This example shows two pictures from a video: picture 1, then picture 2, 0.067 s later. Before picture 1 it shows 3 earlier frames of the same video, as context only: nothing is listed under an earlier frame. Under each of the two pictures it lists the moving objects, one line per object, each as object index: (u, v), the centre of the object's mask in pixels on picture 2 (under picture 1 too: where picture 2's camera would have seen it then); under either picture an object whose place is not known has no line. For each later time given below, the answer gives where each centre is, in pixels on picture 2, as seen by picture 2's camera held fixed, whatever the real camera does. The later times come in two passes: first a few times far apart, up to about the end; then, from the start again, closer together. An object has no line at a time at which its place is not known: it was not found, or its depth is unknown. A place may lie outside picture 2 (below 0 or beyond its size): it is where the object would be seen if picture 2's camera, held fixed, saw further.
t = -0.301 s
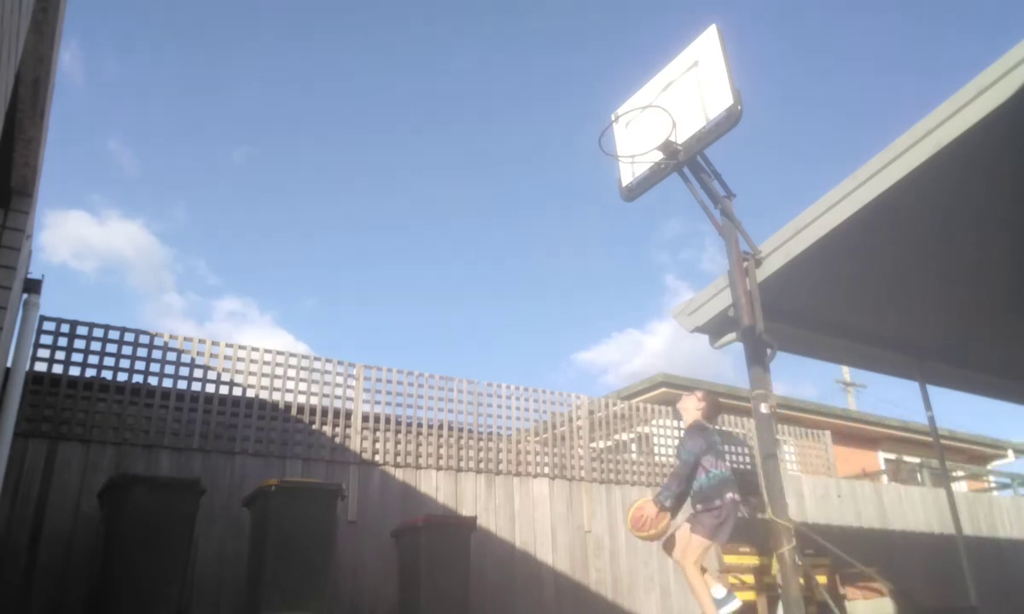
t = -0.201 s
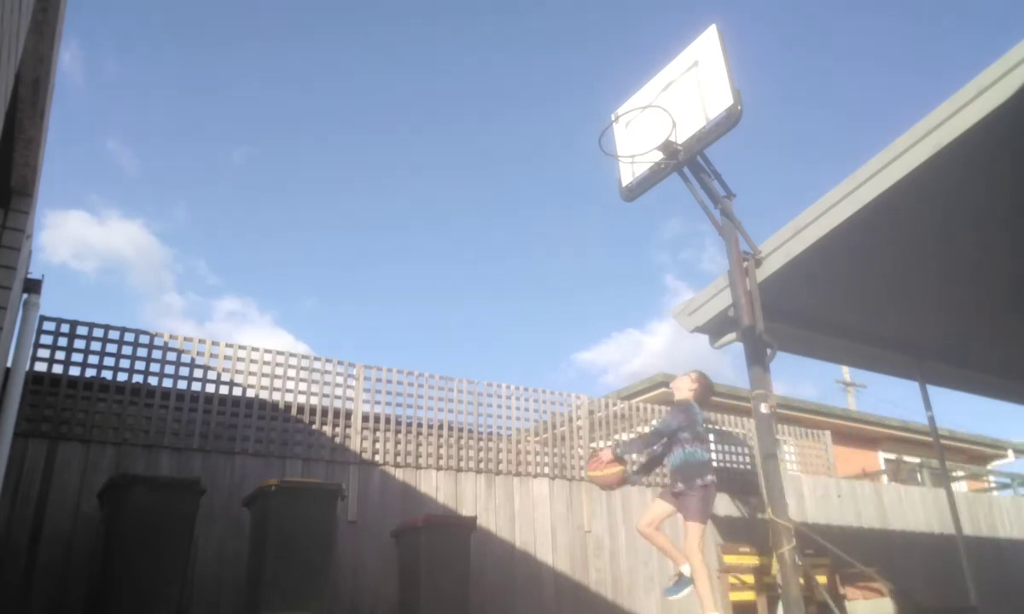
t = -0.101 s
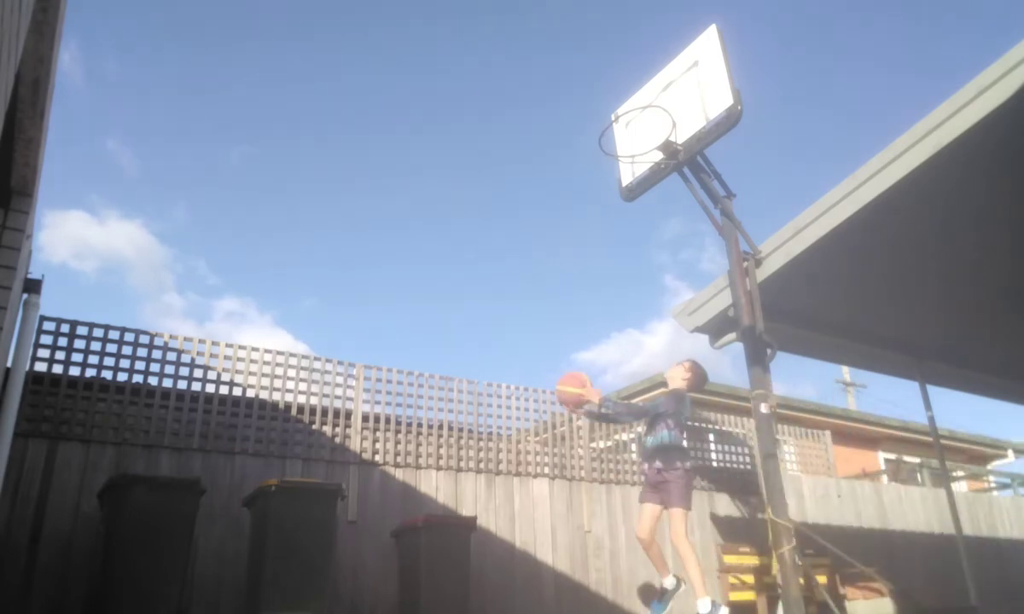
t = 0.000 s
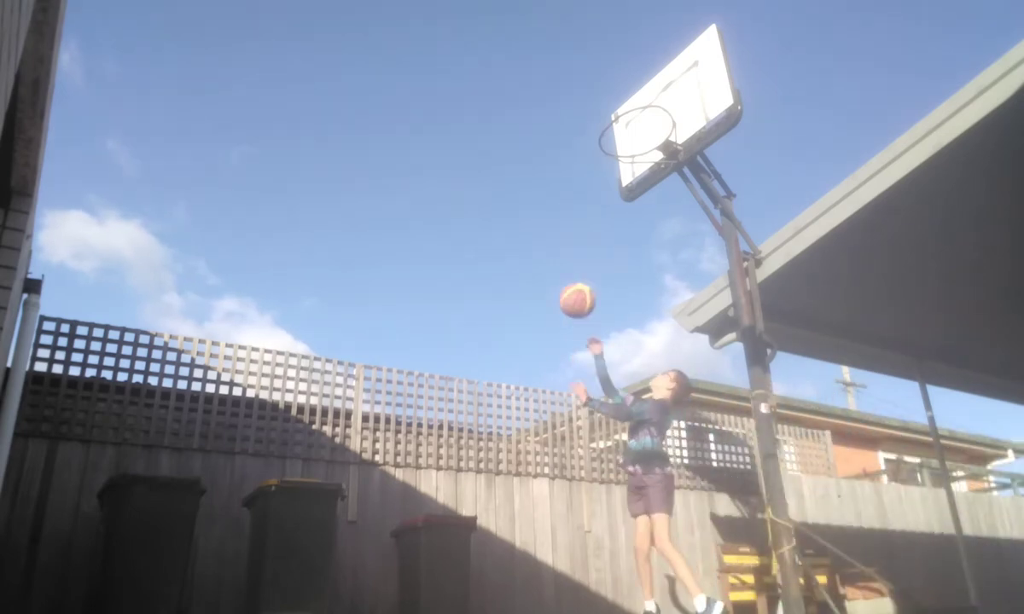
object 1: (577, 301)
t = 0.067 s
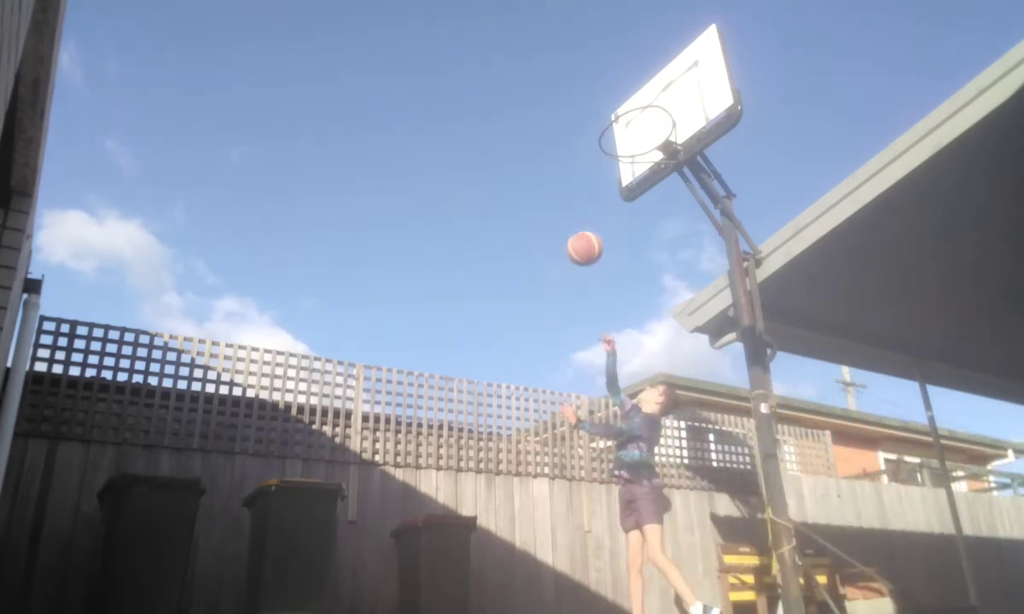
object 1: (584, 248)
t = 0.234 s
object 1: (602, 149)
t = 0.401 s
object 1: (621, 83)
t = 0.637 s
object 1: (629, 74)
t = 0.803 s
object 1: (639, 108)
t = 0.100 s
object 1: (588, 225)
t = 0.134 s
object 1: (592, 204)
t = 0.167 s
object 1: (596, 184)
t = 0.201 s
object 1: (599, 166)
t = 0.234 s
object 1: (602, 149)
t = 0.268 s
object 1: (606, 134)
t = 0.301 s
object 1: (615, 108)
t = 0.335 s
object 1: (619, 98)
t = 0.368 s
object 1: (621, 90)
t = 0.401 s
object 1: (621, 83)
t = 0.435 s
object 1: (623, 75)
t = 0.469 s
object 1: (623, 72)
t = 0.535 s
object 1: (625, 70)
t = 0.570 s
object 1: (626, 70)
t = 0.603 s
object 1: (627, 72)
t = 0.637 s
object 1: (629, 74)
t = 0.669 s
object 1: (631, 78)
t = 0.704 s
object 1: (632, 82)
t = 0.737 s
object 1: (635, 90)
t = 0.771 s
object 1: (637, 97)
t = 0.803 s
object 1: (639, 108)
